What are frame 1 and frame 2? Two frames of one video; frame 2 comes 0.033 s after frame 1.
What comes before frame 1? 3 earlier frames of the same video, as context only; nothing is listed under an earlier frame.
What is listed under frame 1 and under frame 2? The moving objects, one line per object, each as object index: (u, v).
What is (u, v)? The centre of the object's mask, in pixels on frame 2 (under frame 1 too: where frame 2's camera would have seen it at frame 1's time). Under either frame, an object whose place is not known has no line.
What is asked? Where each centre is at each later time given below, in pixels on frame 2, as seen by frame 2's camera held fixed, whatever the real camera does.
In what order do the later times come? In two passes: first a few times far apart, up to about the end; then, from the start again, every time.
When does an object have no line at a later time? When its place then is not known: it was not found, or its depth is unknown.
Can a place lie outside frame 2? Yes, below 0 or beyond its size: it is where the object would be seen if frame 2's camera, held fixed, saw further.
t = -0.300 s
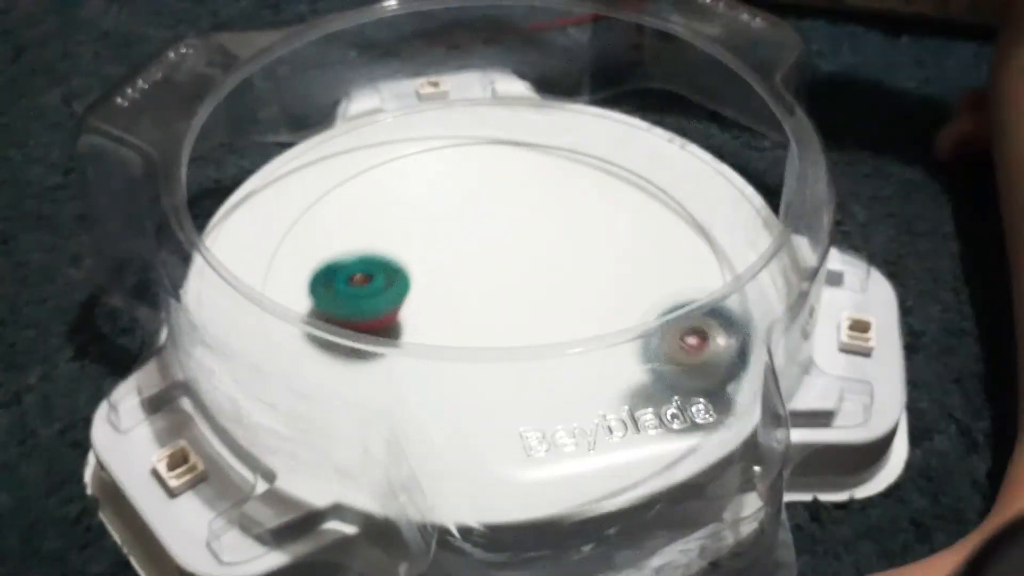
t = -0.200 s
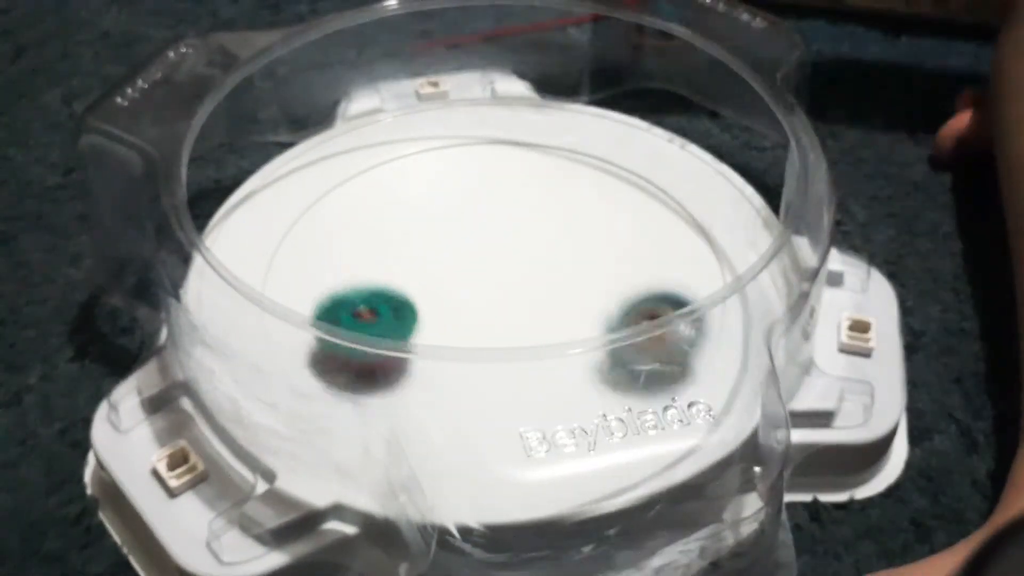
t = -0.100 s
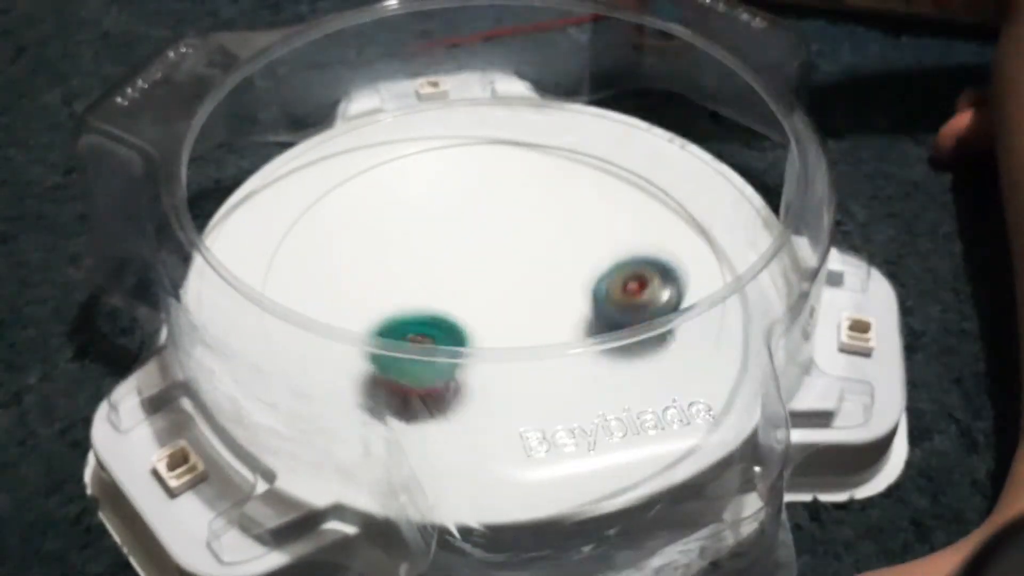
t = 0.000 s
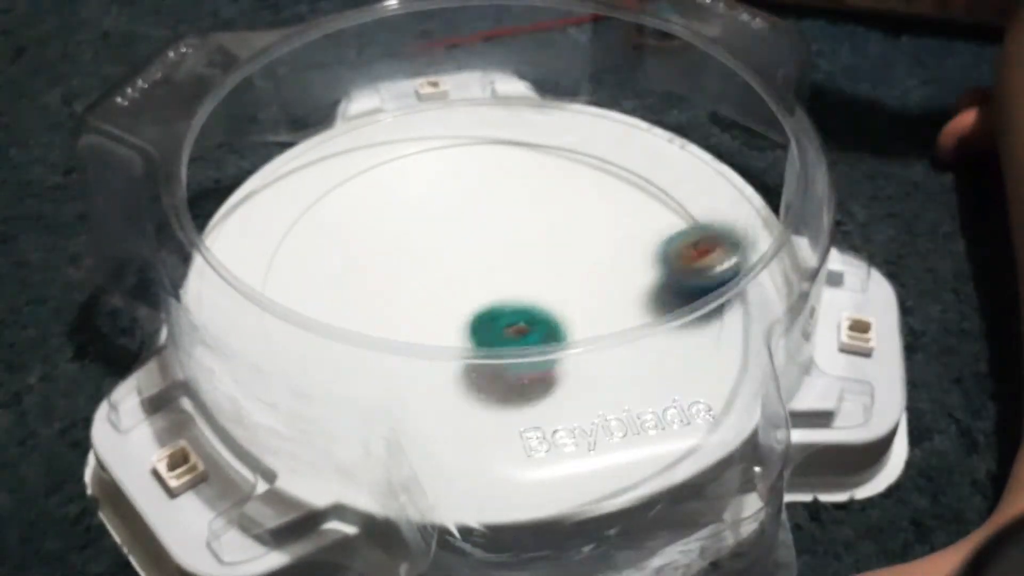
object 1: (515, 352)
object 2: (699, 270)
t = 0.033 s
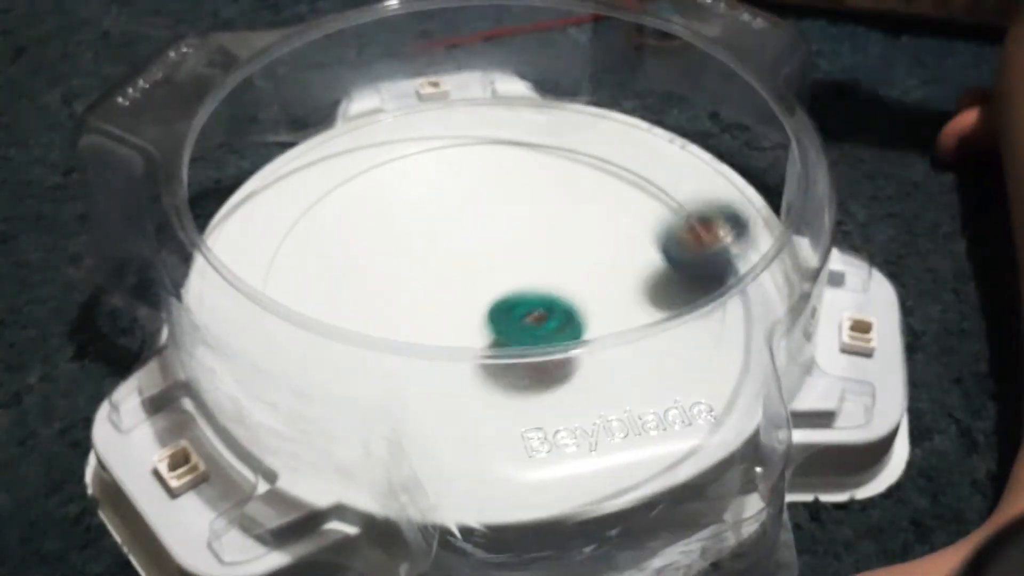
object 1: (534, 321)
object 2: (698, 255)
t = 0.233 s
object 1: (482, 281)
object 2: (614, 197)
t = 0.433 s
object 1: (373, 283)
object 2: (530, 293)
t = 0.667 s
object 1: (415, 302)
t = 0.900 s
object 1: (498, 281)
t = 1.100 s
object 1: (514, 236)
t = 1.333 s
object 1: (458, 224)
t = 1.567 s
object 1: (438, 263)
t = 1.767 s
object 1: (515, 282)
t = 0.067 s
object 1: (546, 312)
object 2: (679, 239)
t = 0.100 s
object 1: (554, 303)
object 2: (659, 231)
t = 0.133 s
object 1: (559, 289)
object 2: (635, 228)
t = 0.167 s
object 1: (540, 282)
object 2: (623, 219)
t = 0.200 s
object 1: (511, 281)
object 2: (623, 206)
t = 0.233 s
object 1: (482, 281)
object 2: (614, 197)
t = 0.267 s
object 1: (454, 279)
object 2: (596, 194)
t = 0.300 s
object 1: (430, 278)
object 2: (574, 199)
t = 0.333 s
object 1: (410, 278)
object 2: (552, 214)
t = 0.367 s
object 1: (392, 279)
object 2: (535, 236)
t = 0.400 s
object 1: (380, 281)
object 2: (527, 265)
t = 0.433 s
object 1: (373, 283)
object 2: (530, 293)
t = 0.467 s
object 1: (370, 284)
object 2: (549, 323)
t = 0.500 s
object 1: (371, 286)
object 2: (581, 344)
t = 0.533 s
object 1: (376, 289)
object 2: (629, 359)
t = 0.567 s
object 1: (382, 293)
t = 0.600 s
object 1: (392, 297)
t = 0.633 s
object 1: (404, 300)
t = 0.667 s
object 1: (415, 302)
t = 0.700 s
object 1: (426, 304)
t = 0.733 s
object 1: (439, 304)
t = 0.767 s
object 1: (451, 302)
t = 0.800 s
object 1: (464, 301)
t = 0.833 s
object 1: (477, 297)
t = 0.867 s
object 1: (489, 289)
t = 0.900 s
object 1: (498, 281)
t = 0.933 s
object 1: (506, 272)
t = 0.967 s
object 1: (511, 266)
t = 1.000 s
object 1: (514, 258)
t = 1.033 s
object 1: (516, 250)
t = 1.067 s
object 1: (516, 243)
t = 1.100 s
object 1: (514, 236)
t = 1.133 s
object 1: (509, 230)
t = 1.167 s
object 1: (502, 226)
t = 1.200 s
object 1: (493, 223)
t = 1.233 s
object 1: (482, 221)
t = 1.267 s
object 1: (474, 221)
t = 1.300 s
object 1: (466, 221)
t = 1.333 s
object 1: (458, 224)
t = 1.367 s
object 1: (452, 227)
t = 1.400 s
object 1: (446, 232)
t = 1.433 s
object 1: (440, 237)
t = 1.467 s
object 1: (436, 244)
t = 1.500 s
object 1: (434, 251)
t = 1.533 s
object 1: (434, 257)
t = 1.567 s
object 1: (438, 263)
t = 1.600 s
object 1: (445, 269)
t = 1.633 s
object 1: (455, 275)
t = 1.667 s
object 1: (468, 279)
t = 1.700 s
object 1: (482, 282)
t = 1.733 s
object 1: (498, 283)
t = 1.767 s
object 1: (515, 282)
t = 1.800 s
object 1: (530, 279)
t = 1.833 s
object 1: (542, 274)
